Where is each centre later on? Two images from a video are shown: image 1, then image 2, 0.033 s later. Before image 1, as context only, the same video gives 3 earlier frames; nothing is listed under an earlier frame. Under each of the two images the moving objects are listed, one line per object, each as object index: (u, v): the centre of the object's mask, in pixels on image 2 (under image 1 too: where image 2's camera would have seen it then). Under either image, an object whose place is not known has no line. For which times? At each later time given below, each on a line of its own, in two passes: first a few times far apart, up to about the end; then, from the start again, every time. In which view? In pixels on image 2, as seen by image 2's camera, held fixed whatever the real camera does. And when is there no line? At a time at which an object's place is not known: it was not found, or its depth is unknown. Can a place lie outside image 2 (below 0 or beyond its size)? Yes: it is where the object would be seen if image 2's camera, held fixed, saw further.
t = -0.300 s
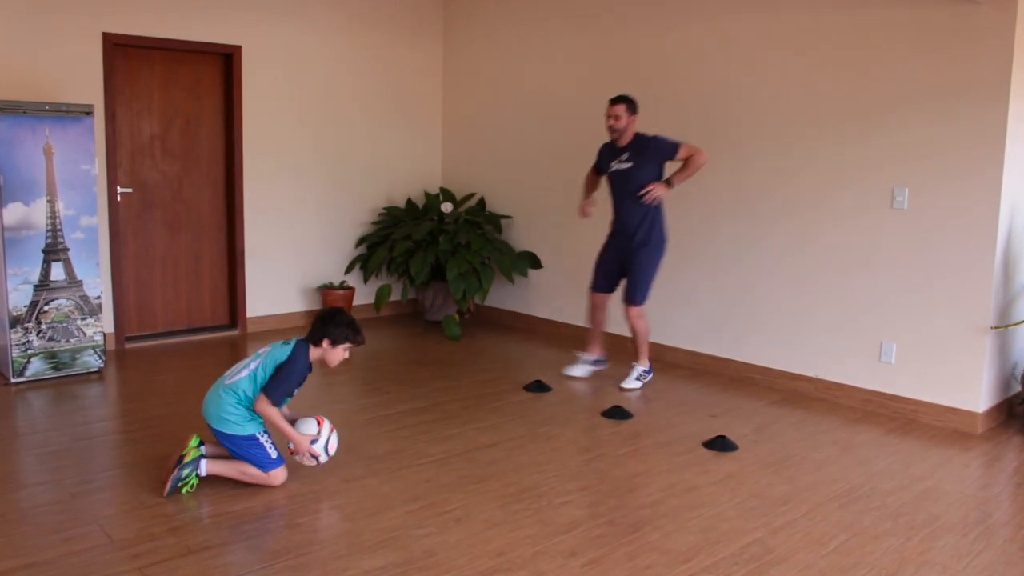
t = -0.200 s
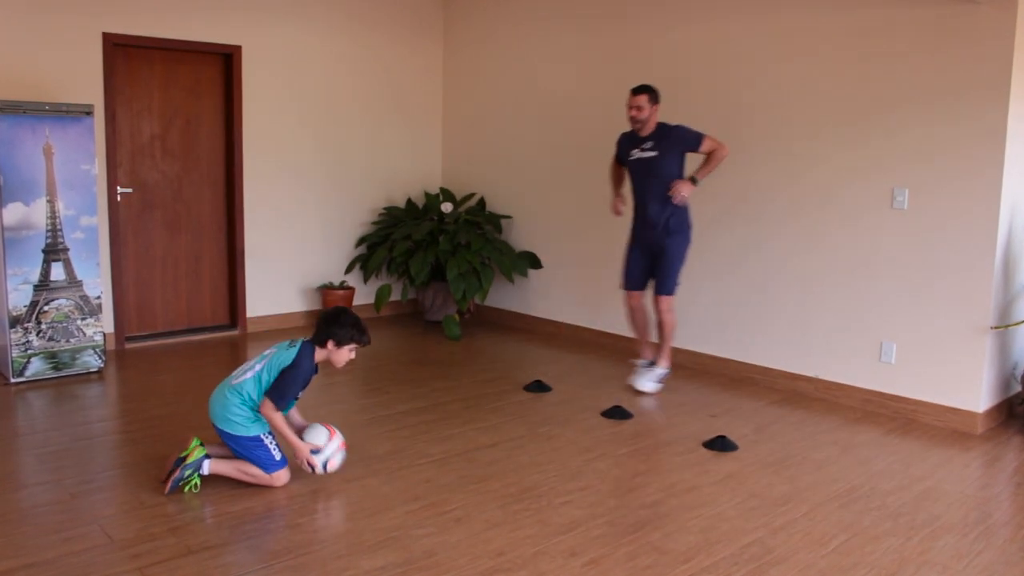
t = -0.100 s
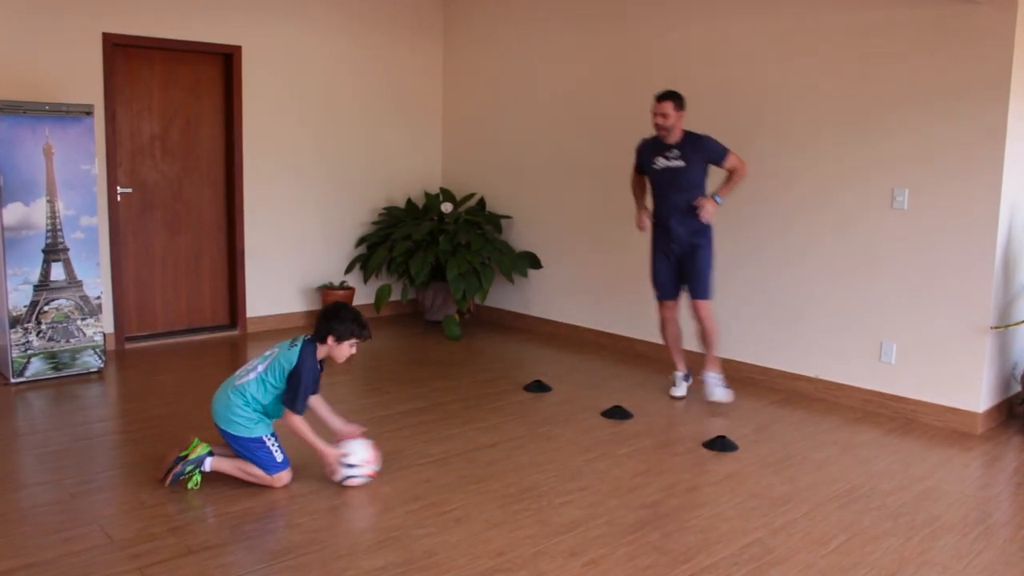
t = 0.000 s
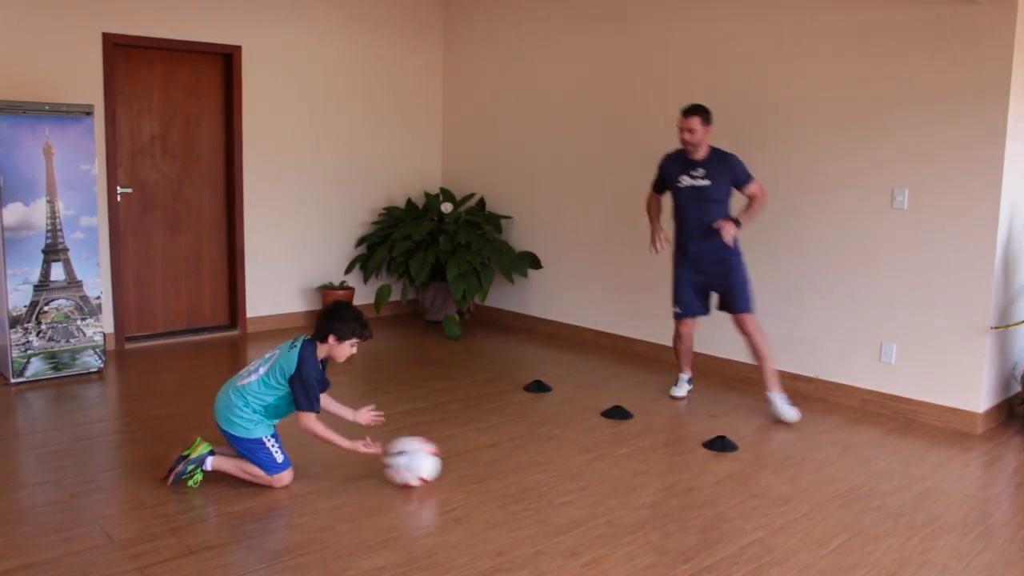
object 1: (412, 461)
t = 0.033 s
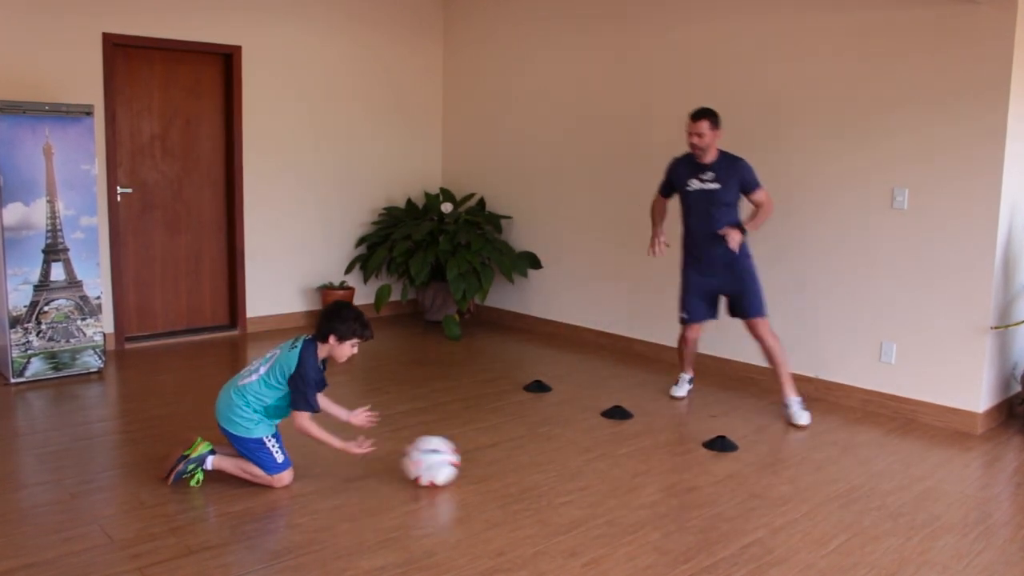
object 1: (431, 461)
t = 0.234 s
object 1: (533, 462)
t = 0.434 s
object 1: (631, 462)
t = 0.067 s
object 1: (449, 461)
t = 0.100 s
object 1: (466, 462)
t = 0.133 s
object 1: (482, 461)
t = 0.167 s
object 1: (499, 461)
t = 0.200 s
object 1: (516, 461)
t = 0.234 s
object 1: (533, 462)
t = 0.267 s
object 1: (549, 461)
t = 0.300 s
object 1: (566, 462)
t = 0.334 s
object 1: (583, 462)
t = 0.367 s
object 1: (599, 462)
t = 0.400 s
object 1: (616, 462)
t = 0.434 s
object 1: (631, 462)
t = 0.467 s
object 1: (647, 462)
